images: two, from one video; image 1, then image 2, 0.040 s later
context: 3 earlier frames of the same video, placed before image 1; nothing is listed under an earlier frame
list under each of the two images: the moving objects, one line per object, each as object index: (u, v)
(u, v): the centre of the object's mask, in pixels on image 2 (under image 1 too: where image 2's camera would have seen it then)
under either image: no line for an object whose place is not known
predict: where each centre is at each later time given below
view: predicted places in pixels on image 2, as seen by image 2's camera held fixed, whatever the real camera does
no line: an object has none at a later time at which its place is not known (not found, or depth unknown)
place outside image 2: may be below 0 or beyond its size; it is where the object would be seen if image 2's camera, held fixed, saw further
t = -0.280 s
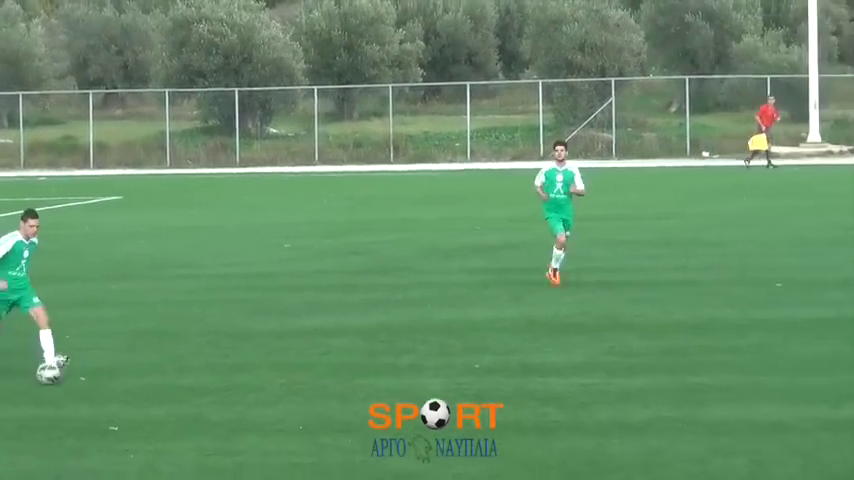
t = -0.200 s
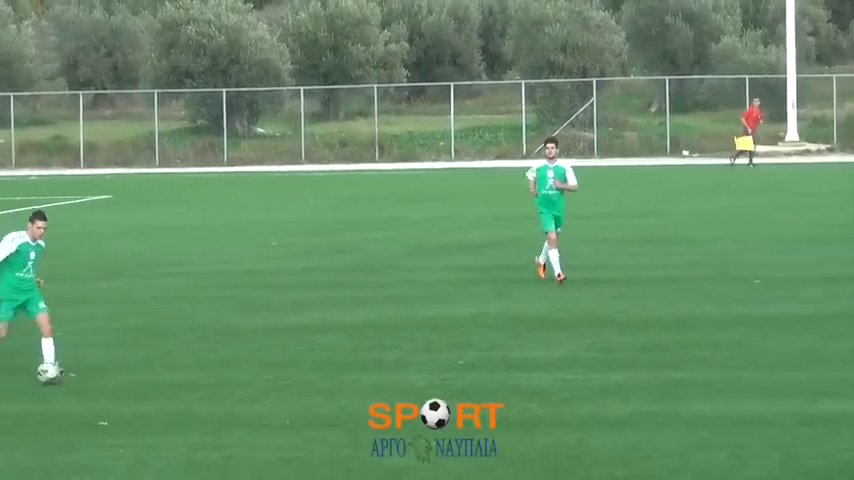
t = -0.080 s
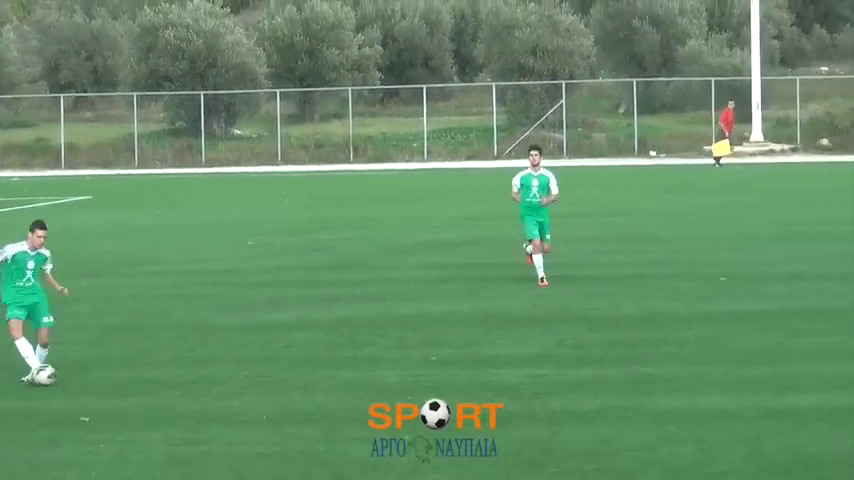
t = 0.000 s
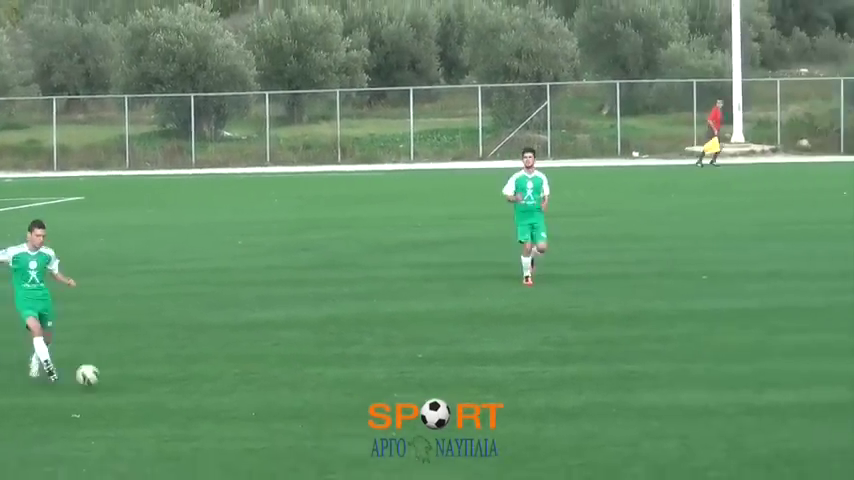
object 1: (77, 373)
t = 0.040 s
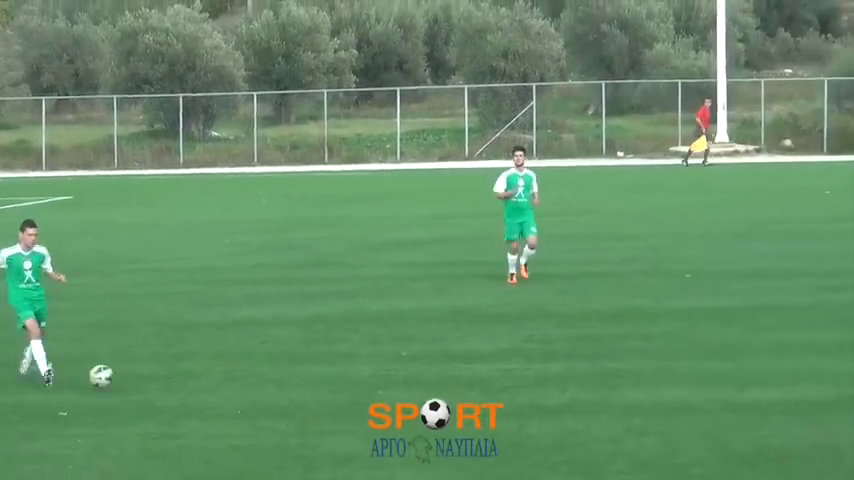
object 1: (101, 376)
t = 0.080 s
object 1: (128, 381)
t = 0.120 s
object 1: (157, 389)
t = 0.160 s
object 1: (183, 399)
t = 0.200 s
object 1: (209, 398)
